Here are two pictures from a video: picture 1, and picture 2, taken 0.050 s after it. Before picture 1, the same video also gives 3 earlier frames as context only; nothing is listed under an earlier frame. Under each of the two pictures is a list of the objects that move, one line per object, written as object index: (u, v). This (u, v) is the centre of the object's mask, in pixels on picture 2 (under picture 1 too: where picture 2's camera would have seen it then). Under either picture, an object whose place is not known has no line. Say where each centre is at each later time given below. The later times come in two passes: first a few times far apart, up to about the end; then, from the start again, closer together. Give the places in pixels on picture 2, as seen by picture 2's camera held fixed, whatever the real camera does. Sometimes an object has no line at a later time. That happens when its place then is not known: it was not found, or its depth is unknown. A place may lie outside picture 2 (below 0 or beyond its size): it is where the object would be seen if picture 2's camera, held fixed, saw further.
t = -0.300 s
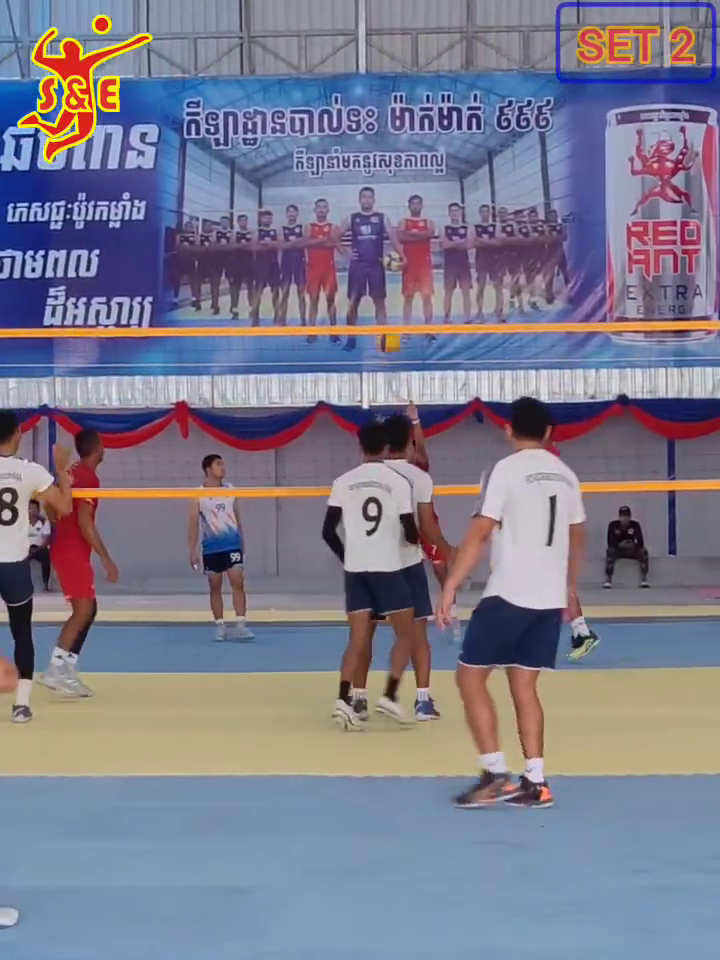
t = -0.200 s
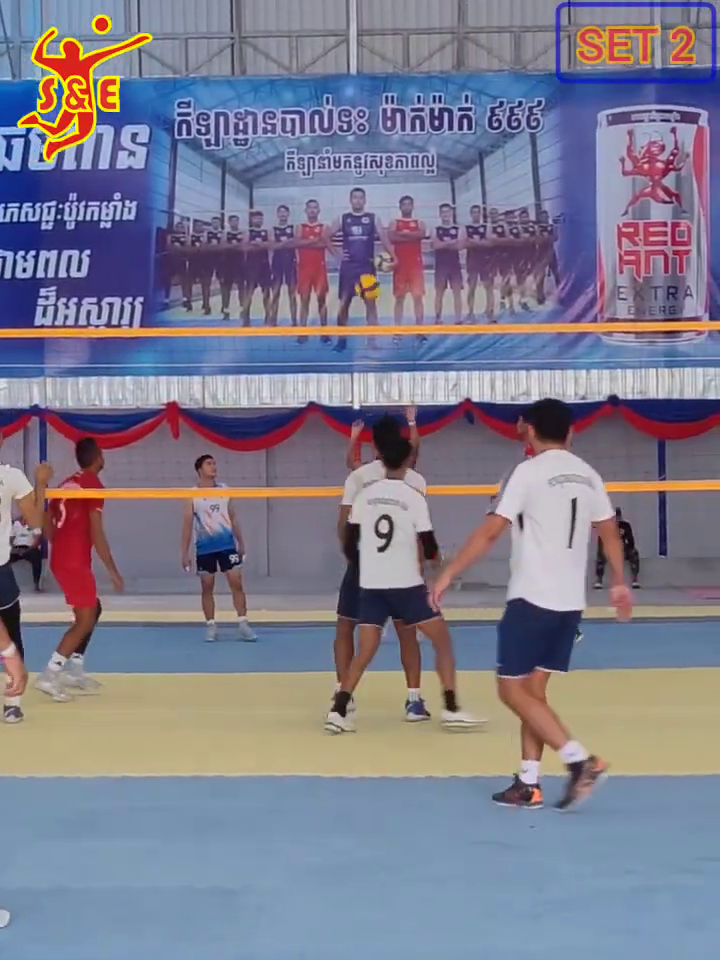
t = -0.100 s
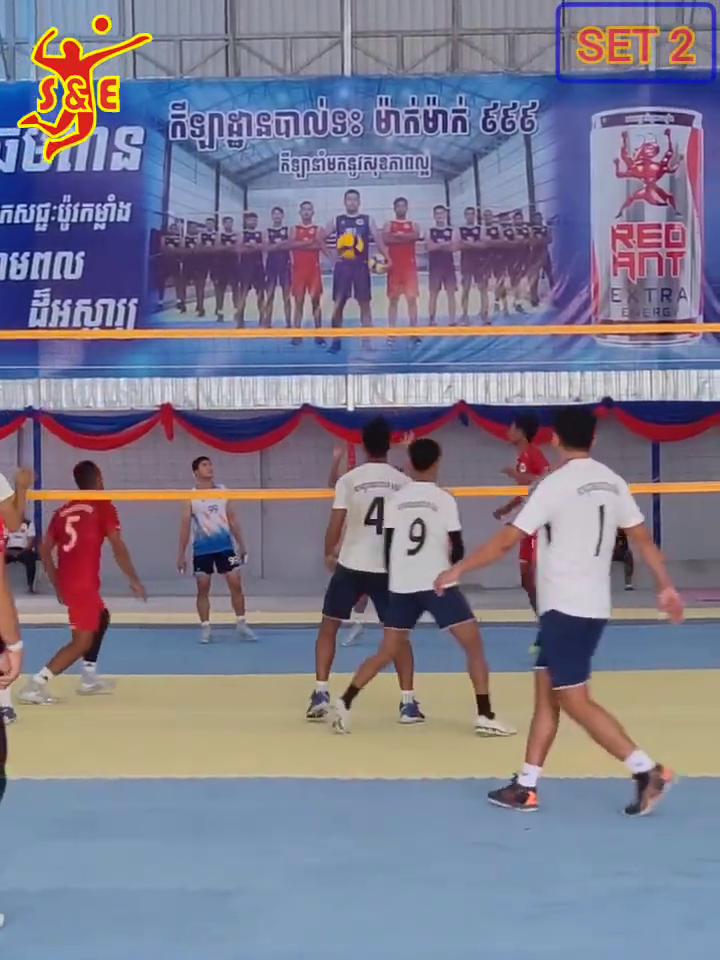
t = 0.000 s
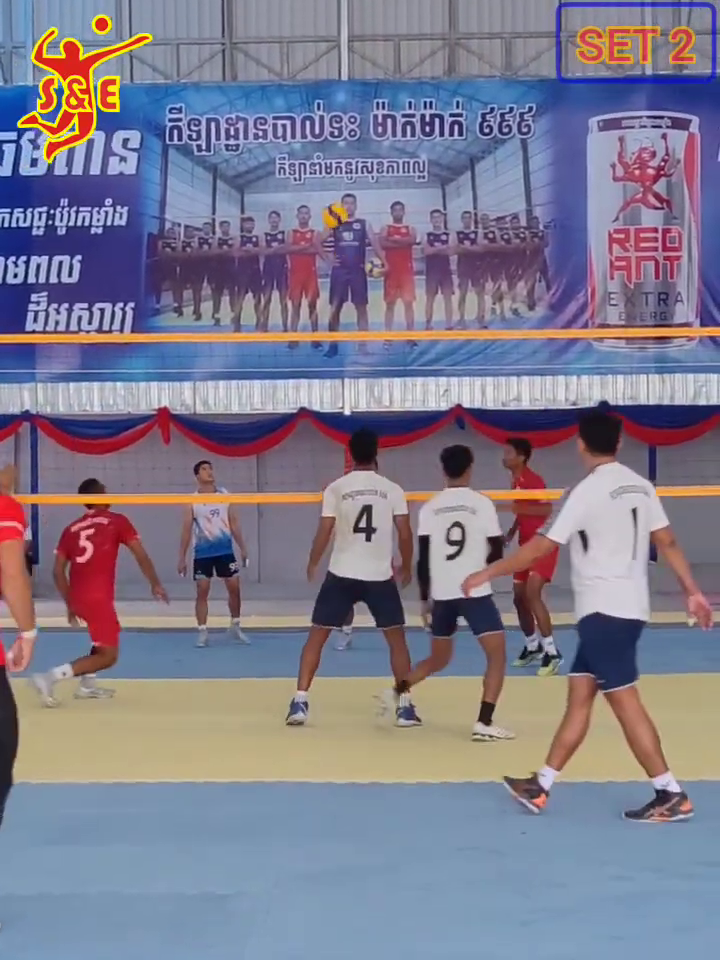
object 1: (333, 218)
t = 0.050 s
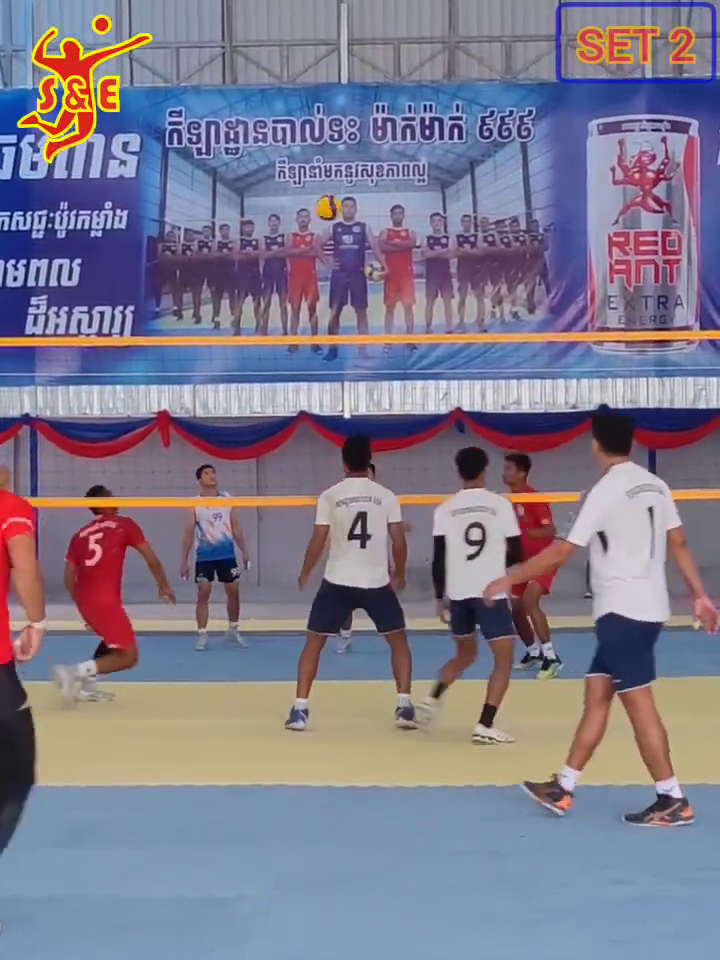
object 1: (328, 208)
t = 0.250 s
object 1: (305, 190)
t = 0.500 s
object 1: (276, 242)
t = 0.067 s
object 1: (326, 204)
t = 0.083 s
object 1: (324, 201)
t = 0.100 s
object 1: (322, 199)
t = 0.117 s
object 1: (320, 196)
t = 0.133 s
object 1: (318, 194)
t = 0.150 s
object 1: (316, 192)
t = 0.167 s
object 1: (314, 192)
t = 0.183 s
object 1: (312, 190)
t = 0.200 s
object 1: (310, 190)
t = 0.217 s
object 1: (308, 189)
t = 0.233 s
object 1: (306, 189)
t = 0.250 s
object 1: (305, 190)
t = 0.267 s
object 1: (303, 191)
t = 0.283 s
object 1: (301, 192)
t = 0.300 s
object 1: (299, 193)
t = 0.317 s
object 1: (297, 195)
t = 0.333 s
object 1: (295, 197)
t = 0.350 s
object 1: (293, 200)
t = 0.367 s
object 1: (291, 203)
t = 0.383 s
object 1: (289, 207)
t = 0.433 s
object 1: (282, 220)
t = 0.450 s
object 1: (281, 225)
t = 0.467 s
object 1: (279, 230)
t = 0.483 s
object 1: (278, 236)
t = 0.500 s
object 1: (276, 242)
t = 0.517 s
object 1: (274, 248)
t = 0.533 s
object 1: (273, 256)
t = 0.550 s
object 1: (271, 263)
